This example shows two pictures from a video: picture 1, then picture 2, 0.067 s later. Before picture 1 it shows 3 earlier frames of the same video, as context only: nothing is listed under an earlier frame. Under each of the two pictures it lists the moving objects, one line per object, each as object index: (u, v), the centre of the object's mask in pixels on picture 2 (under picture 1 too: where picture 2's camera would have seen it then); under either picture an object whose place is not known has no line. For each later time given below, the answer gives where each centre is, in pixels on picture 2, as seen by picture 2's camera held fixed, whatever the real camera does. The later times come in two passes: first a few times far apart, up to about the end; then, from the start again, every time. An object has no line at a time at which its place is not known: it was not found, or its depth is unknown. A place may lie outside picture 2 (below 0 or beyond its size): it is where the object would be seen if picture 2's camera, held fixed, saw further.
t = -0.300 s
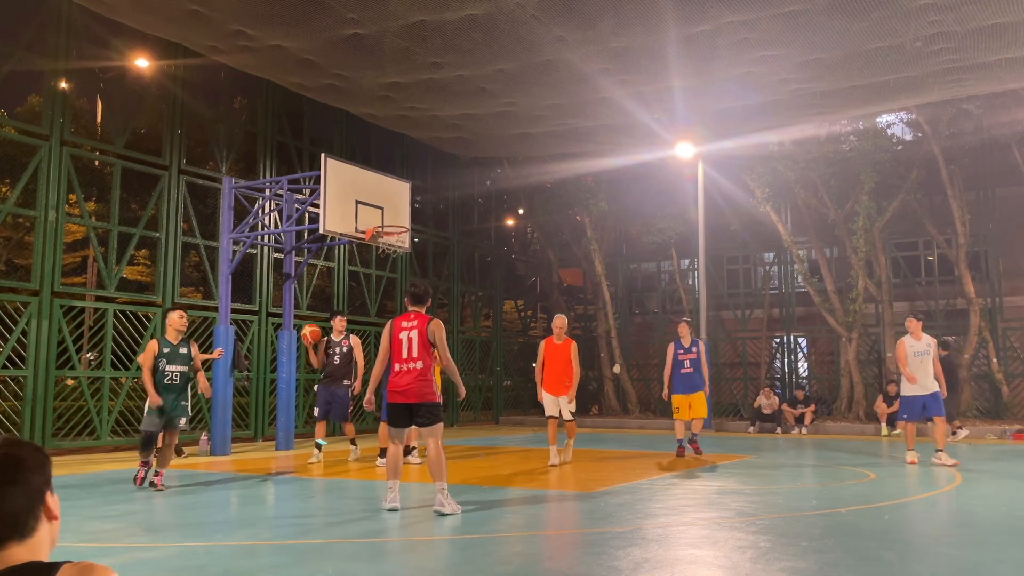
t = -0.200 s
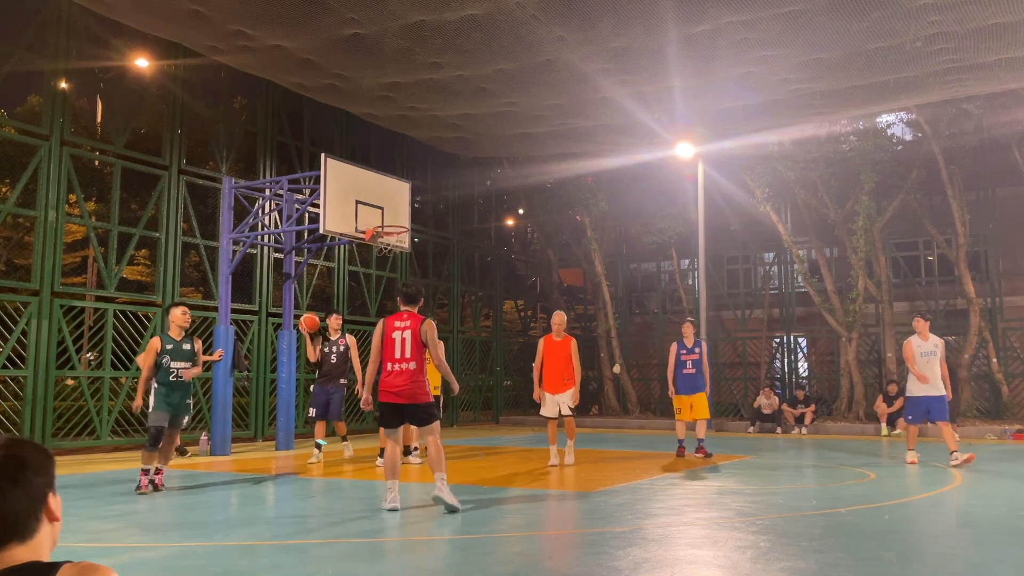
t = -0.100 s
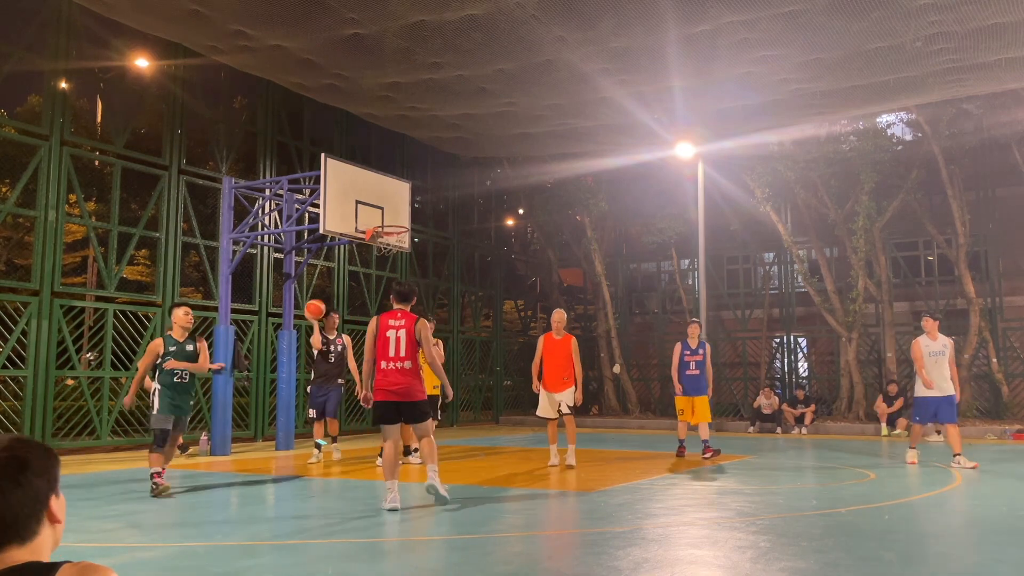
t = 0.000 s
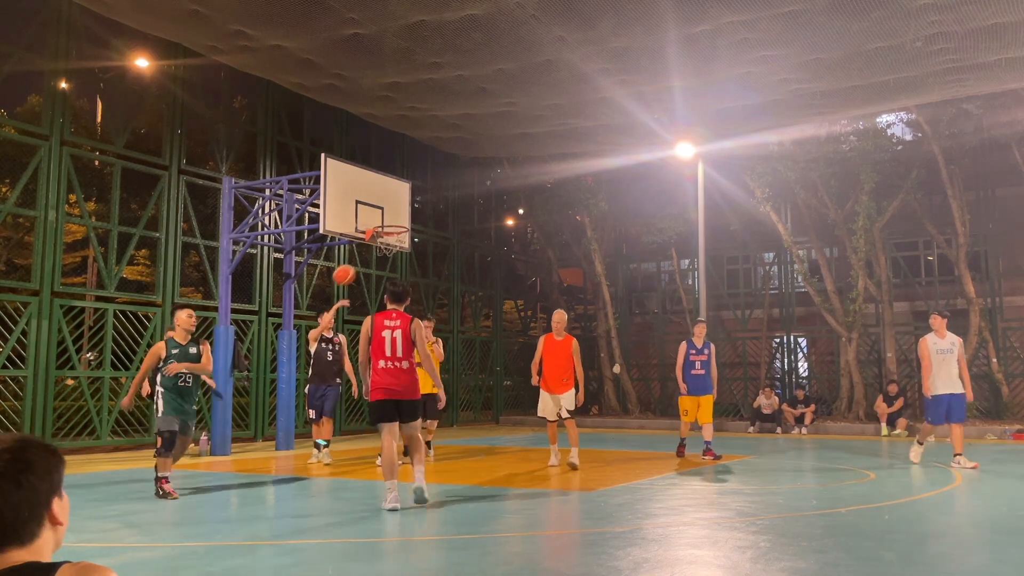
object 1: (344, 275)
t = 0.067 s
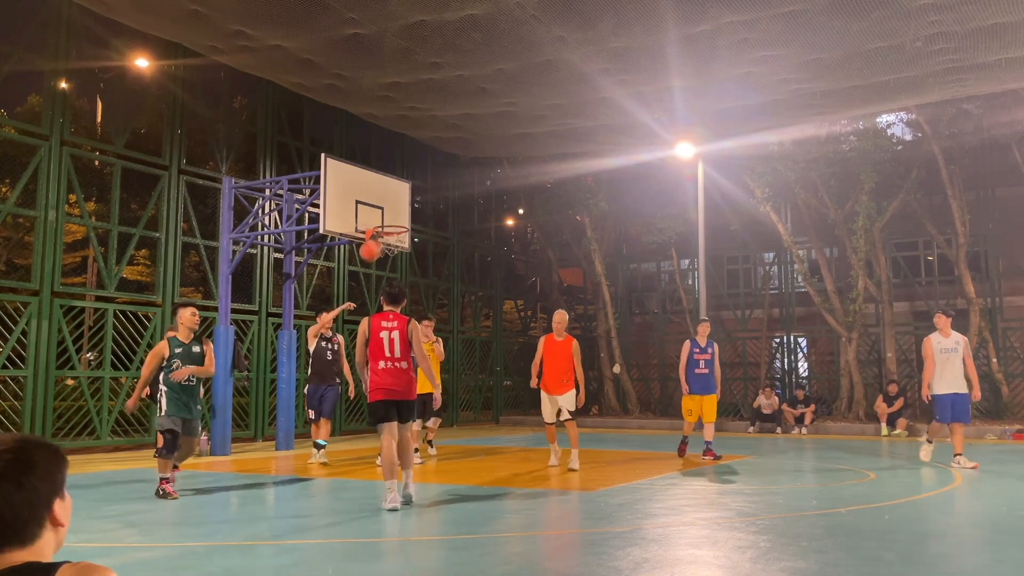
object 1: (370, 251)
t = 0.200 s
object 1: (425, 212)
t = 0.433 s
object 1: (523, 177)
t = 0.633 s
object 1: (614, 181)
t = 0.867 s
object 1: (730, 234)
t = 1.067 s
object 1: (841, 326)
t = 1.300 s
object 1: (976, 457)
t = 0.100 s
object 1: (384, 240)
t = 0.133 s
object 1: (398, 229)
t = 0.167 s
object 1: (413, 220)
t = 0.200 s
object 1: (425, 212)
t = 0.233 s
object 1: (438, 204)
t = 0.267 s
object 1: (452, 197)
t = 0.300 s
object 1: (466, 191)
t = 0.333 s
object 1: (481, 186)
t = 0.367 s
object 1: (495, 182)
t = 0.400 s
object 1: (509, 179)
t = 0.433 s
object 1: (523, 177)
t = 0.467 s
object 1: (538, 175)
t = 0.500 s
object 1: (553, 175)
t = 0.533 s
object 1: (567, 175)
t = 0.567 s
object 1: (583, 176)
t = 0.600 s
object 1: (598, 178)
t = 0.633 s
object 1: (614, 181)
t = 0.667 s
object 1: (629, 186)
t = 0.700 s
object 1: (645, 191)
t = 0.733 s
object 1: (662, 197)
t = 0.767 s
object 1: (679, 205)
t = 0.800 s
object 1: (695, 213)
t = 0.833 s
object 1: (713, 223)
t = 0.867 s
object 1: (730, 234)
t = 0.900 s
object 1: (748, 246)
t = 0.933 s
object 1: (765, 259)
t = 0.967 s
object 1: (784, 273)
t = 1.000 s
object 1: (803, 290)
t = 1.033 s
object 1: (821, 307)
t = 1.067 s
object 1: (841, 326)
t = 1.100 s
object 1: (861, 345)
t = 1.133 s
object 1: (881, 367)
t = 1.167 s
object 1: (902, 390)
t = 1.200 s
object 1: (923, 414)
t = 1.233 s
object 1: (944, 441)
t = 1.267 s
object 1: (967, 469)
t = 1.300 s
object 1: (976, 457)
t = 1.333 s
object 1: (983, 435)
